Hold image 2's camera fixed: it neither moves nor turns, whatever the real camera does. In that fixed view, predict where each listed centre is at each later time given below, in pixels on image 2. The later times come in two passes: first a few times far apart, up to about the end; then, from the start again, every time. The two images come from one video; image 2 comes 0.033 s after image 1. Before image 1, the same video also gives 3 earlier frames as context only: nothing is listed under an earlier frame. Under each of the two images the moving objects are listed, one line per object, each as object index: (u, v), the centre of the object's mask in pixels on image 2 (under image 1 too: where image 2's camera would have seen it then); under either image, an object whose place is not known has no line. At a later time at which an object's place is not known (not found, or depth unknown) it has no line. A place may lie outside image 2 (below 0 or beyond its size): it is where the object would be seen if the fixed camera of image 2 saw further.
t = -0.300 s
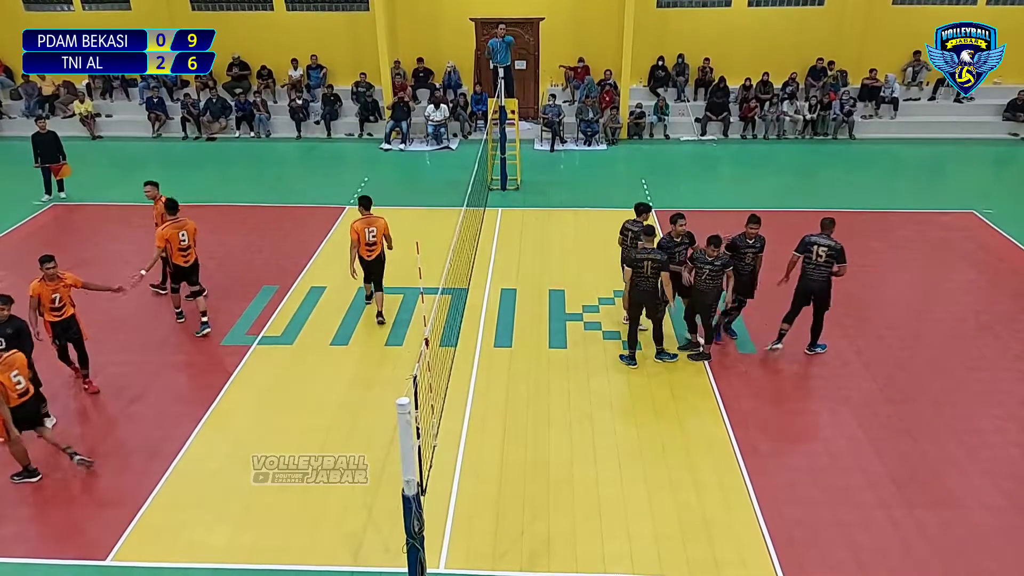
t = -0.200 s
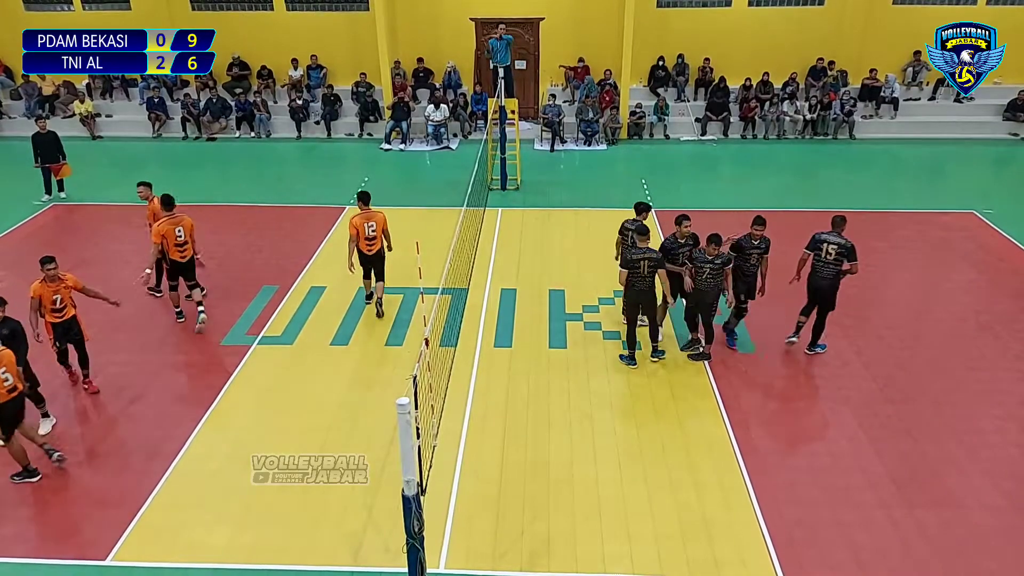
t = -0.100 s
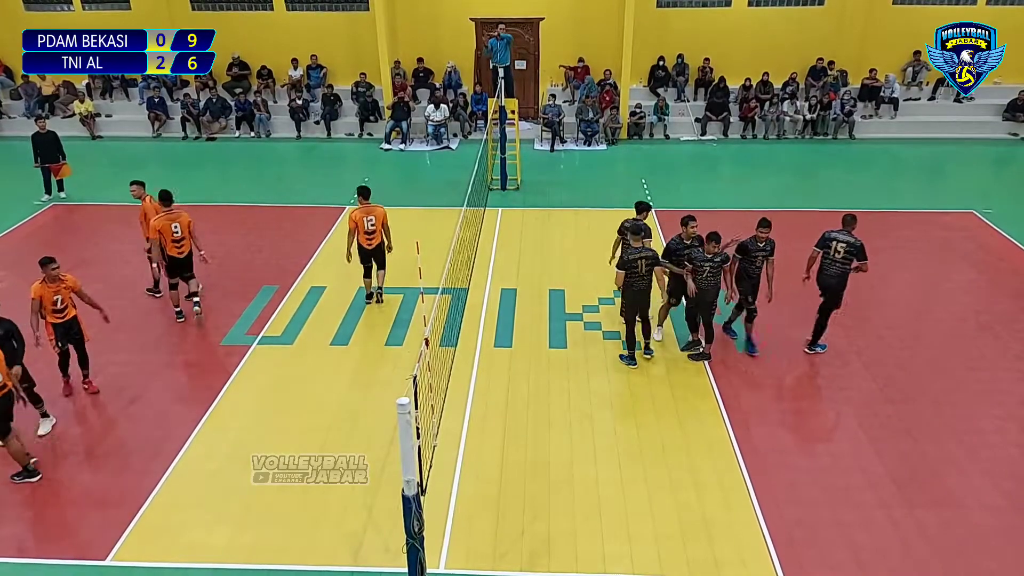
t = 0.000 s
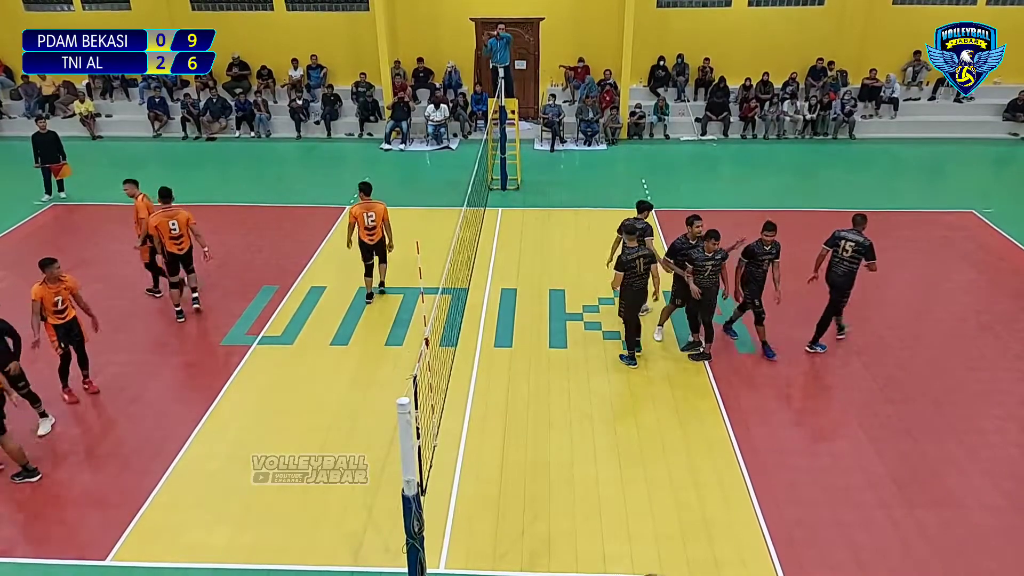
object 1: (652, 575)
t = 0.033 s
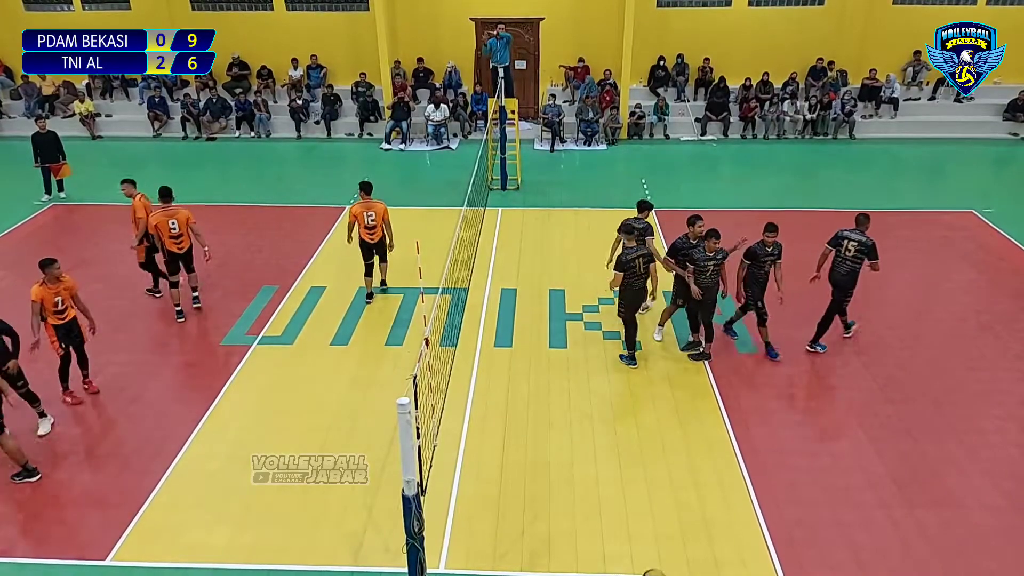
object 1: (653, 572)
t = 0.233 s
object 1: (663, 569)
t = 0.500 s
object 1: (676, 554)
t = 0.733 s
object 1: (686, 538)
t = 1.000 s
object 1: (698, 523)
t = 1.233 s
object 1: (707, 510)
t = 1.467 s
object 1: (716, 498)
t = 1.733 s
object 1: (726, 484)
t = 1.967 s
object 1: (734, 472)
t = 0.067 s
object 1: (655, 571)
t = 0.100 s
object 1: (657, 570)
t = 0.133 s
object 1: (659, 569)
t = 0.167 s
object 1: (660, 568)
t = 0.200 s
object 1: (662, 568)
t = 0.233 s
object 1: (663, 569)
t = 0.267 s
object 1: (665, 567)
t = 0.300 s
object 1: (667, 564)
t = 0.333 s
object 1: (669, 562)
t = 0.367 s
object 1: (670, 559)
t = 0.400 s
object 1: (671, 557)
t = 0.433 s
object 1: (673, 557)
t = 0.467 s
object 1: (674, 557)
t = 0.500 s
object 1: (676, 554)
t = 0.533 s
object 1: (677, 550)
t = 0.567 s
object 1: (679, 547)
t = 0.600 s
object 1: (681, 545)
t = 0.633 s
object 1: (682, 544)
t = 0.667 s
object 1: (683, 544)
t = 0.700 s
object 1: (685, 541)
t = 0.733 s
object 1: (686, 538)
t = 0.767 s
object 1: (688, 536)
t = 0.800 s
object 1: (689, 535)
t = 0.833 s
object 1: (690, 533)
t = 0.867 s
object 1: (692, 530)
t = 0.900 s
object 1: (694, 528)
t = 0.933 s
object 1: (695, 527)
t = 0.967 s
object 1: (697, 524)
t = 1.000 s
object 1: (698, 523)
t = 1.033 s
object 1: (699, 521)
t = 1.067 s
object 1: (700, 519)
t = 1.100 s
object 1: (702, 517)
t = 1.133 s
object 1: (703, 515)
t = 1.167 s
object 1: (704, 513)
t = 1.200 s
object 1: (706, 511)
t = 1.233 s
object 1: (707, 510)
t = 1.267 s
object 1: (709, 508)
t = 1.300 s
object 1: (710, 506)
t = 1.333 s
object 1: (711, 505)
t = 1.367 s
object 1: (712, 503)
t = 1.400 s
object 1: (714, 501)
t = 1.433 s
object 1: (715, 499)
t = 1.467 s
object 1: (716, 498)
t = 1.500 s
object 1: (718, 496)
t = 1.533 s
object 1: (719, 494)
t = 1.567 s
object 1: (720, 492)
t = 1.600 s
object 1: (722, 491)
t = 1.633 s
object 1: (723, 489)
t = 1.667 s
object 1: (724, 487)
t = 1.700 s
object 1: (725, 486)
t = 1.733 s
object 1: (726, 484)
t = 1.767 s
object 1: (727, 482)
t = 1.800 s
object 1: (728, 481)
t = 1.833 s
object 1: (729, 479)
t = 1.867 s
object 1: (731, 477)
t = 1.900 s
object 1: (732, 476)
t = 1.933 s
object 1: (733, 474)
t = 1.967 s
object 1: (734, 472)
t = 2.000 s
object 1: (735, 471)
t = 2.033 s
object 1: (736, 470)
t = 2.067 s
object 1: (737, 468)
